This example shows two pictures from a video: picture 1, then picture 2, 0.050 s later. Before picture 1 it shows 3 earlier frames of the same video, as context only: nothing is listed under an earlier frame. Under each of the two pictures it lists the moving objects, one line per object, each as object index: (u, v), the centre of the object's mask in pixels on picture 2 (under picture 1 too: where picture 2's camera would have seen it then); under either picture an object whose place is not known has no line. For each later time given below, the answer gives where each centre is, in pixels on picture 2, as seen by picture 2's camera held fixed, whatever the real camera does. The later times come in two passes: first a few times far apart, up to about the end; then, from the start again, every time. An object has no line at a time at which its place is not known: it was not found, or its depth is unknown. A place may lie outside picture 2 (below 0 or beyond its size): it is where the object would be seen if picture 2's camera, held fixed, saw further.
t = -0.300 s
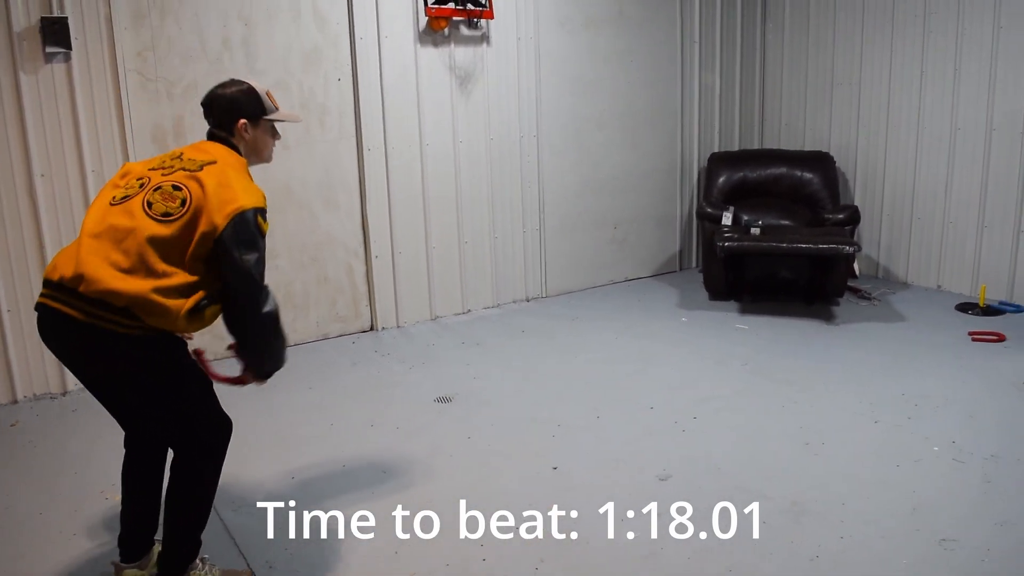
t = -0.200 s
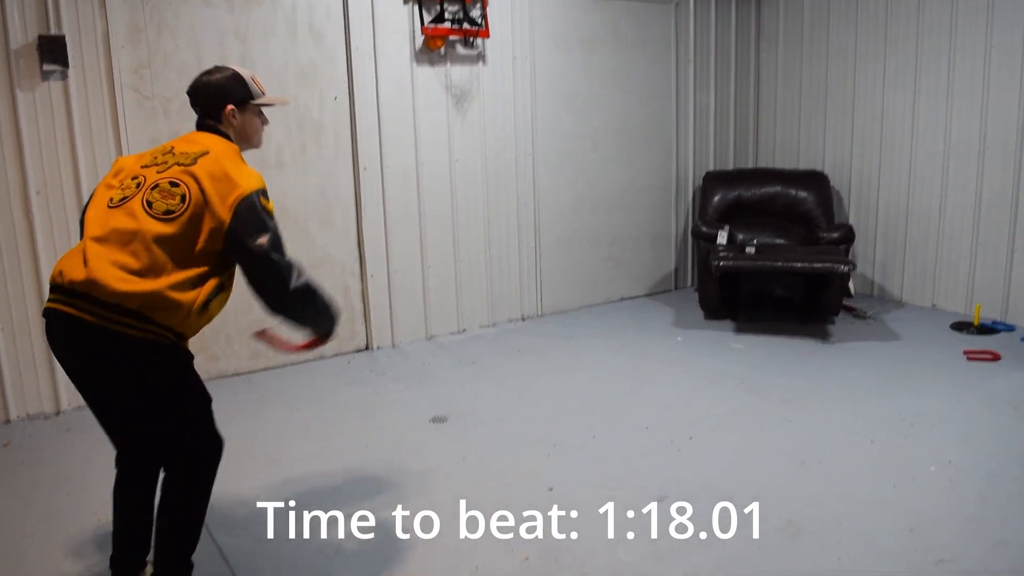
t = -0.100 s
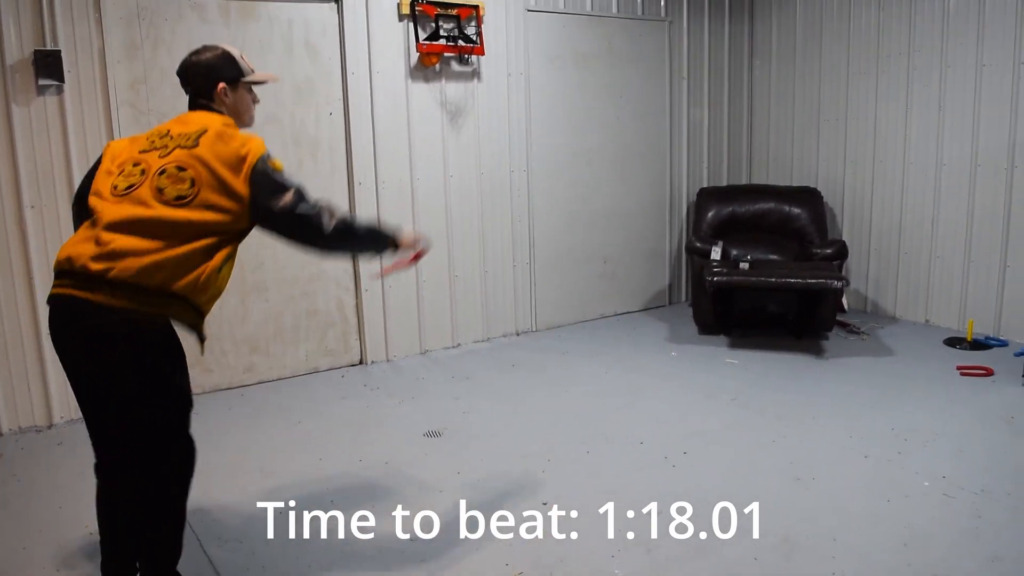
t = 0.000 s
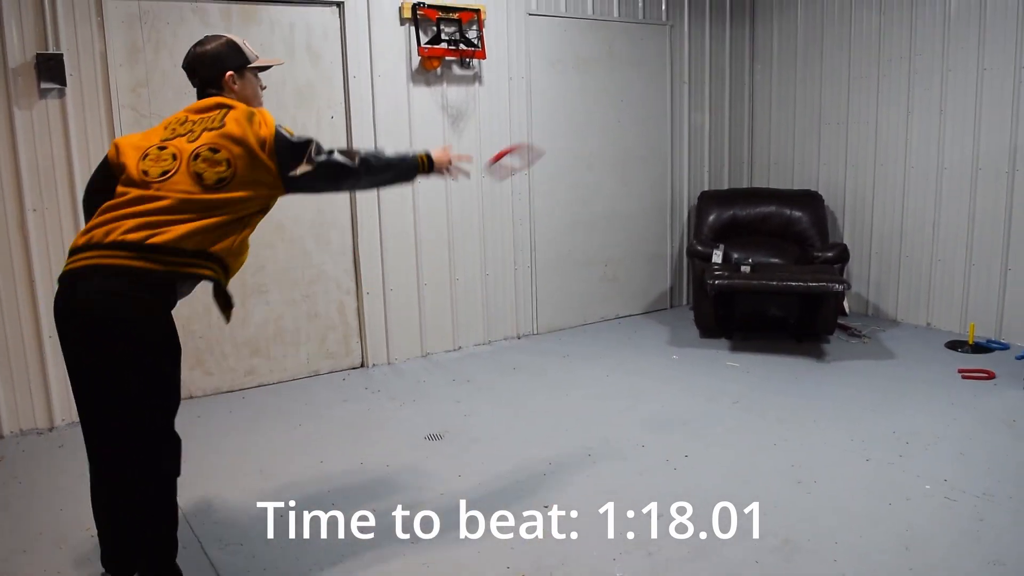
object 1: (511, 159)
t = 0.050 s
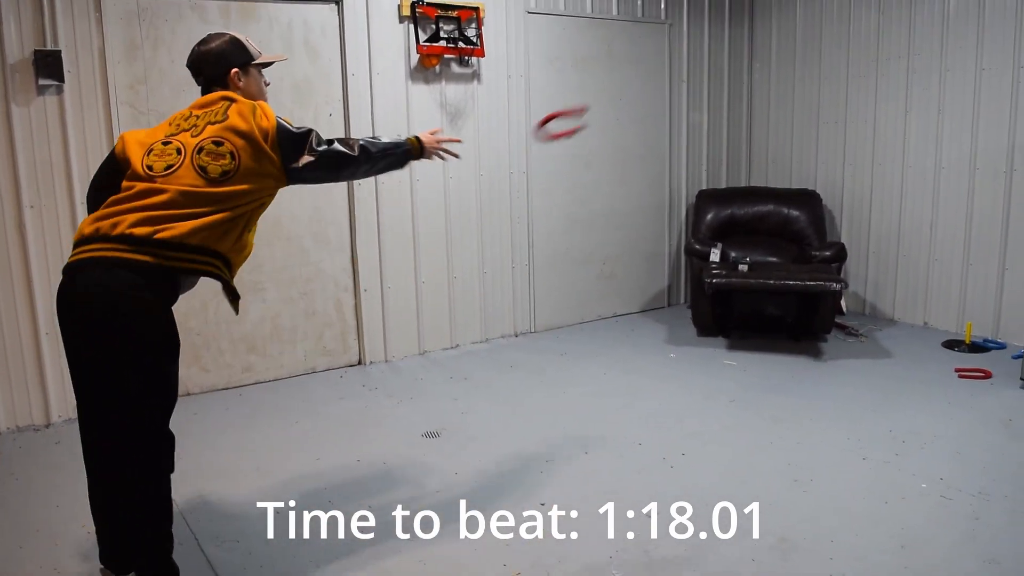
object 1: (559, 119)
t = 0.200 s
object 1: (689, 79)
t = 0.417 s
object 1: (832, 107)
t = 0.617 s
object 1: (919, 206)
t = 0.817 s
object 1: (979, 328)
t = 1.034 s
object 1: (951, 324)
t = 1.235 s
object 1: (936, 334)
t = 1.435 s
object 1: (937, 336)
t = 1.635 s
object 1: (937, 336)
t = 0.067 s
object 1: (576, 120)
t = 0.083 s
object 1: (592, 112)
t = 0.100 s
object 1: (607, 105)
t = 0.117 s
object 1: (619, 98)
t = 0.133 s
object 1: (635, 92)
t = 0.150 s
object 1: (649, 88)
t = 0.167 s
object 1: (663, 85)
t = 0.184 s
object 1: (675, 82)
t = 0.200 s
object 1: (689, 79)
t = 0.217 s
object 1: (701, 79)
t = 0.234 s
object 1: (713, 77)
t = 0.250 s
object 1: (723, 76)
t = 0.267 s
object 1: (734, 77)
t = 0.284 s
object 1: (746, 78)
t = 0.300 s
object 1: (758, 80)
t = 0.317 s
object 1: (770, 82)
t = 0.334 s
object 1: (780, 84)
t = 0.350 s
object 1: (790, 88)
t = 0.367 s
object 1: (801, 92)
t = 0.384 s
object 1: (812, 97)
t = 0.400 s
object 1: (823, 101)
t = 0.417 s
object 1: (832, 107)
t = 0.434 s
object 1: (841, 113)
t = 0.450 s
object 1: (849, 120)
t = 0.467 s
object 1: (857, 128)
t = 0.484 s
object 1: (865, 135)
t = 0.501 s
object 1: (872, 144)
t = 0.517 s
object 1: (880, 152)
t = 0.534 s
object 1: (886, 161)
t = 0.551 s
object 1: (892, 170)
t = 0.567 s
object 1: (898, 179)
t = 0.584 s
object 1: (906, 188)
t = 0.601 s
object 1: (912, 197)
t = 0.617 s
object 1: (919, 206)
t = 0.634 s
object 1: (924, 217)
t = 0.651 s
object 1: (931, 226)
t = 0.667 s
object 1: (937, 236)
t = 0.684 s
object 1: (943, 247)
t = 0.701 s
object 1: (949, 257)
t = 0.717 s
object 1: (954, 267)
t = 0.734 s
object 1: (960, 278)
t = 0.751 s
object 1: (963, 290)
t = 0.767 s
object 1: (968, 300)
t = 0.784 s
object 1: (973, 312)
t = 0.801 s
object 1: (978, 323)
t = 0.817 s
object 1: (979, 328)
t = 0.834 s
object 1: (977, 328)
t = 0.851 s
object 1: (976, 324)
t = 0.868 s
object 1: (975, 320)
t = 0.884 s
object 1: (972, 315)
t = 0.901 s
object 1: (972, 317)
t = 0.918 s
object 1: (968, 318)
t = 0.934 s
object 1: (963, 318)
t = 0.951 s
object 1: (963, 322)
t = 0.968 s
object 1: (956, 318)
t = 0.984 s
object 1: (954, 319)
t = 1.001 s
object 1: (953, 323)
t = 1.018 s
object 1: (951, 323)
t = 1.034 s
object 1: (951, 324)
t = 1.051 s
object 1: (948, 326)
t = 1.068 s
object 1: (948, 329)
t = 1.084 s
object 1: (946, 330)
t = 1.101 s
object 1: (944, 330)
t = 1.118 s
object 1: (942, 331)
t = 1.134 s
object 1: (939, 333)
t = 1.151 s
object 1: (938, 333)
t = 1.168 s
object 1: (937, 333)
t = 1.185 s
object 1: (937, 333)
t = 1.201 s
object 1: (937, 333)
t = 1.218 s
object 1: (936, 333)
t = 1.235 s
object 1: (936, 334)
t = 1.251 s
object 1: (936, 334)
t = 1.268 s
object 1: (936, 335)
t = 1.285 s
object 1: (935, 335)
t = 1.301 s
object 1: (936, 335)
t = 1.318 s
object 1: (936, 335)
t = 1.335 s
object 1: (936, 335)
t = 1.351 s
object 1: (936, 335)
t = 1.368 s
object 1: (937, 335)
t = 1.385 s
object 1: (936, 336)
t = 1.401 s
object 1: (937, 336)
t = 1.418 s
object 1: (937, 336)
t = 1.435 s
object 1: (937, 336)
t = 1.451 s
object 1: (937, 336)
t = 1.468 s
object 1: (936, 336)
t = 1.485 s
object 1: (937, 336)
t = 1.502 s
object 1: (936, 335)
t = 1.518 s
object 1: (936, 335)
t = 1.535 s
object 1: (936, 336)
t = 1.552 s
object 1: (936, 335)
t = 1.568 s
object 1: (936, 335)
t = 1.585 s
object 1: (936, 335)
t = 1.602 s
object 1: (937, 336)
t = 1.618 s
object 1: (937, 336)
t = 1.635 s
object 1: (937, 336)
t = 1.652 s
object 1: (937, 336)
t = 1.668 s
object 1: (937, 336)
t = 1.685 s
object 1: (937, 336)
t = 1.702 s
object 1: (937, 336)
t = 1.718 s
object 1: (937, 336)
